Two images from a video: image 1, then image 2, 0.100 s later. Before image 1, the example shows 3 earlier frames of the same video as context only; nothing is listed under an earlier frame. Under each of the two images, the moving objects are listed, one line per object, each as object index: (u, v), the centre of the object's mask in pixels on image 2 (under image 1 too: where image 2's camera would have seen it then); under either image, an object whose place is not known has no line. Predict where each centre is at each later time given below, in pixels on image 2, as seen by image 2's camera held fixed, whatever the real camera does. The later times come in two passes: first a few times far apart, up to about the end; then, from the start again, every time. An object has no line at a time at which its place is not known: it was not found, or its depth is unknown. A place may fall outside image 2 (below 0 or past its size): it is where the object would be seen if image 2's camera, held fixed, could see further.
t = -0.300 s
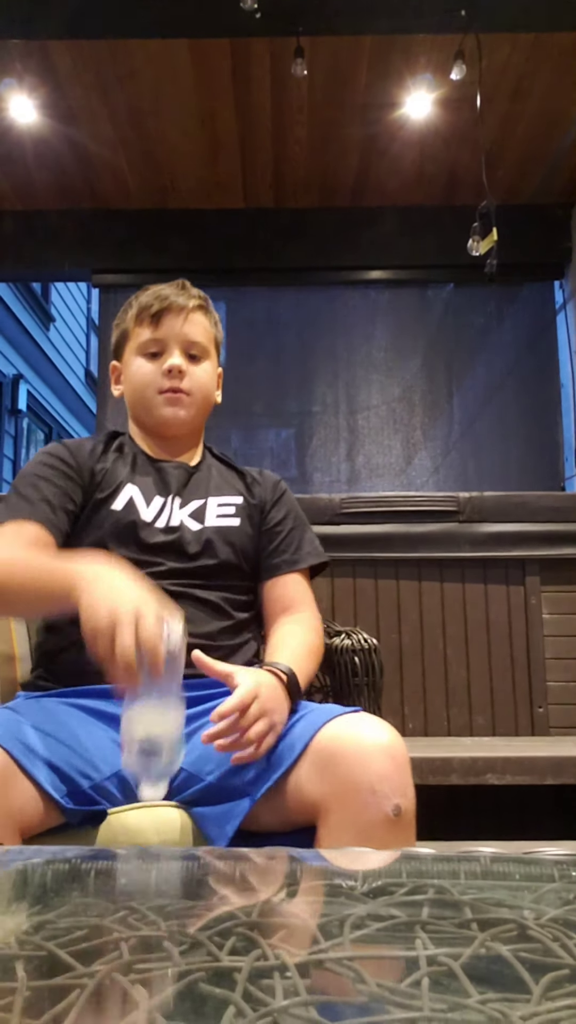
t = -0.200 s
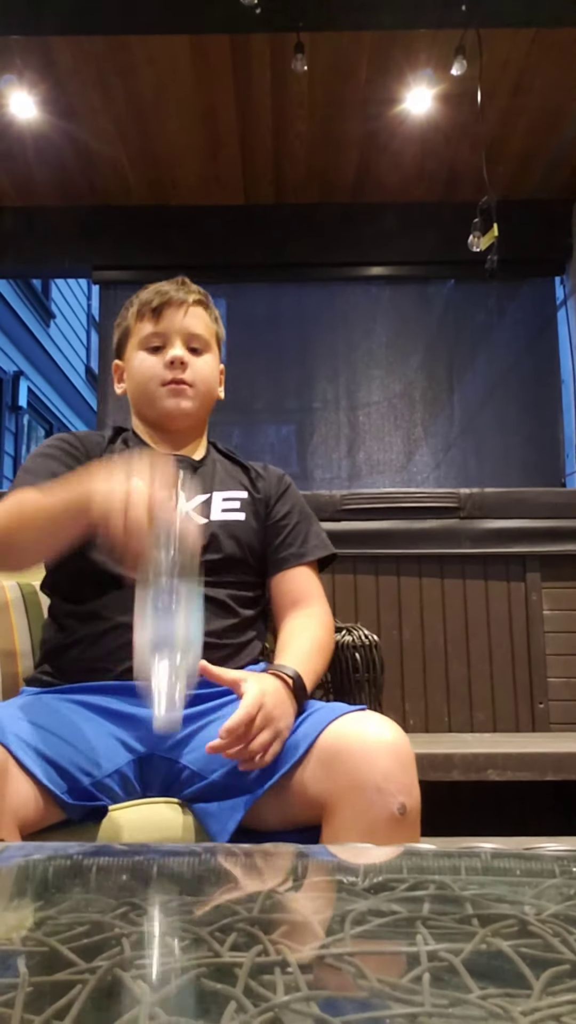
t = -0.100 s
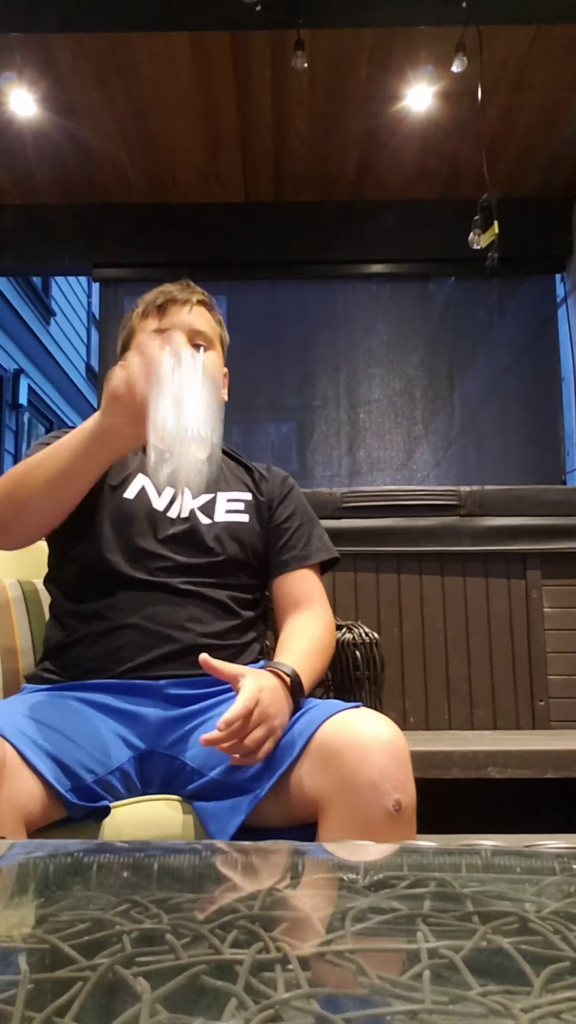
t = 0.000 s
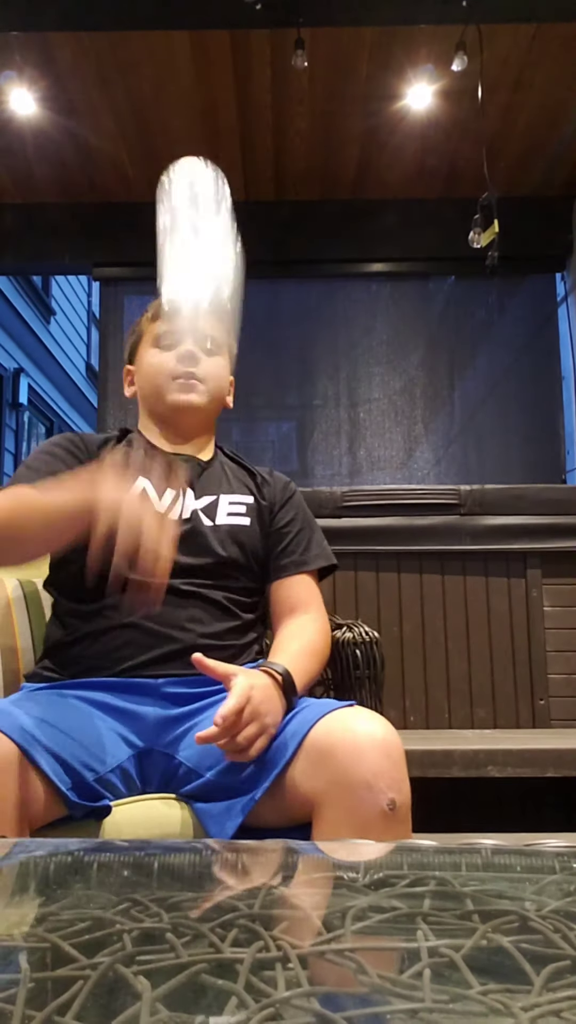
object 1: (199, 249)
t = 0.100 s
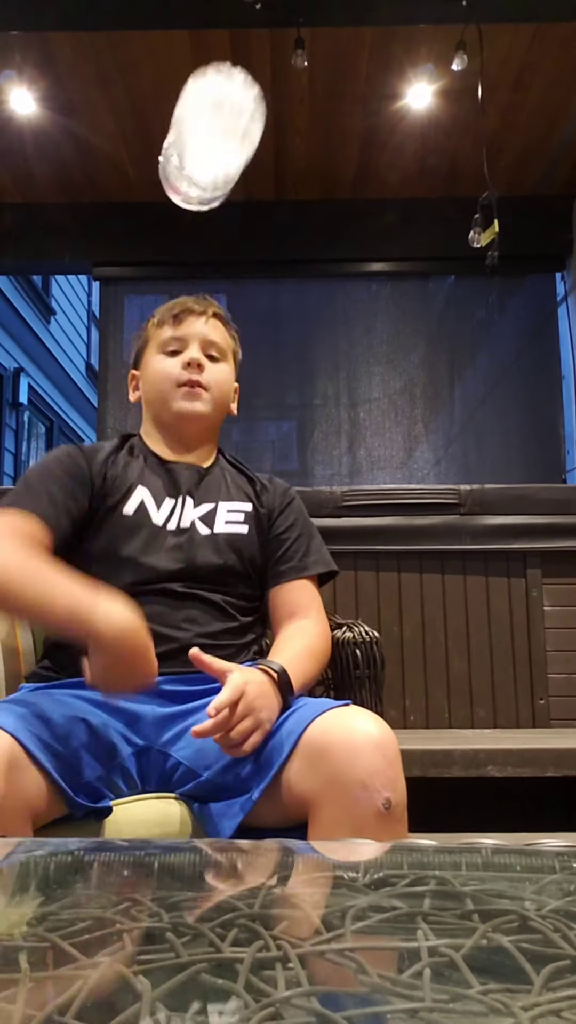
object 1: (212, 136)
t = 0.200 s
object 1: (221, 174)
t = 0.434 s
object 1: (259, 708)
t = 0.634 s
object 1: (341, 877)
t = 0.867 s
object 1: (326, 881)
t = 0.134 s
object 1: (214, 137)
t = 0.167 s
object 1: (217, 151)
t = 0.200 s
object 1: (221, 174)
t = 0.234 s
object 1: (225, 213)
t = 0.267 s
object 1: (230, 271)
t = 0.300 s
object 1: (234, 347)
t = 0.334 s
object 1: (239, 440)
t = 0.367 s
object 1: (241, 548)
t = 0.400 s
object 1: (247, 672)
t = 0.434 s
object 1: (259, 708)
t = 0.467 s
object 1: (276, 721)
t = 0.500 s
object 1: (298, 774)
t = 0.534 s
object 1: (316, 854)
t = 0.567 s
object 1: (324, 871)
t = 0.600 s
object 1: (337, 874)
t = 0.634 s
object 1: (341, 877)
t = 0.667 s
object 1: (340, 878)
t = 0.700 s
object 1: (338, 878)
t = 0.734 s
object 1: (336, 879)
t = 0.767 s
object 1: (333, 879)
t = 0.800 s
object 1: (330, 880)
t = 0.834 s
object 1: (328, 880)
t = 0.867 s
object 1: (326, 881)
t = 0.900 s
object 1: (323, 882)
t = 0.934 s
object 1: (318, 883)
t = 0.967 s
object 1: (312, 884)
